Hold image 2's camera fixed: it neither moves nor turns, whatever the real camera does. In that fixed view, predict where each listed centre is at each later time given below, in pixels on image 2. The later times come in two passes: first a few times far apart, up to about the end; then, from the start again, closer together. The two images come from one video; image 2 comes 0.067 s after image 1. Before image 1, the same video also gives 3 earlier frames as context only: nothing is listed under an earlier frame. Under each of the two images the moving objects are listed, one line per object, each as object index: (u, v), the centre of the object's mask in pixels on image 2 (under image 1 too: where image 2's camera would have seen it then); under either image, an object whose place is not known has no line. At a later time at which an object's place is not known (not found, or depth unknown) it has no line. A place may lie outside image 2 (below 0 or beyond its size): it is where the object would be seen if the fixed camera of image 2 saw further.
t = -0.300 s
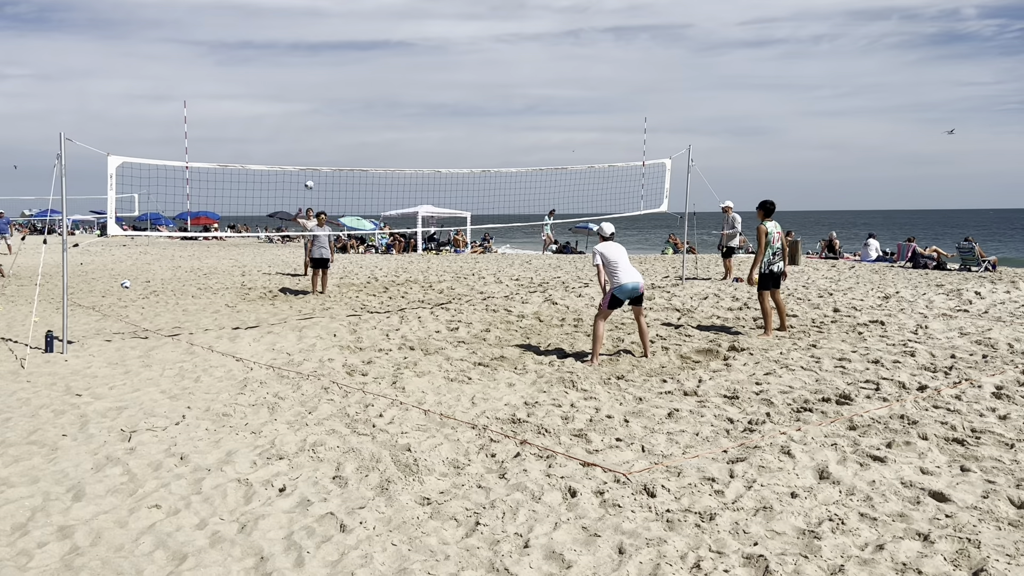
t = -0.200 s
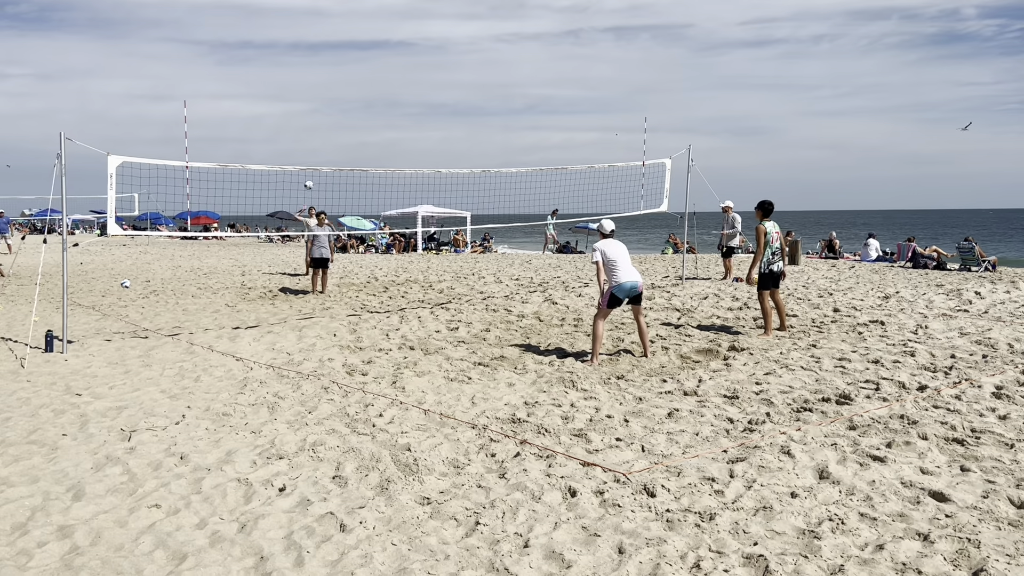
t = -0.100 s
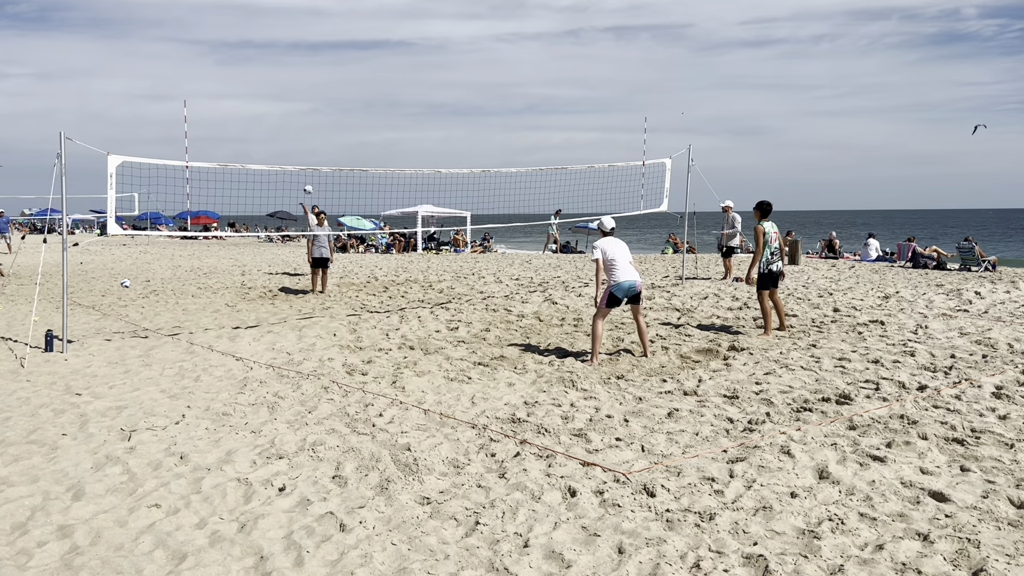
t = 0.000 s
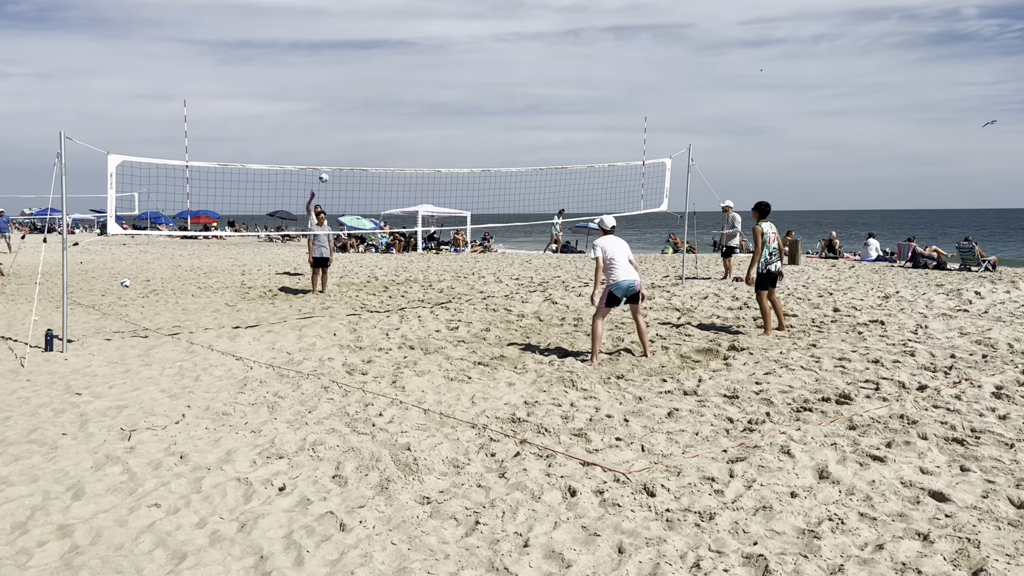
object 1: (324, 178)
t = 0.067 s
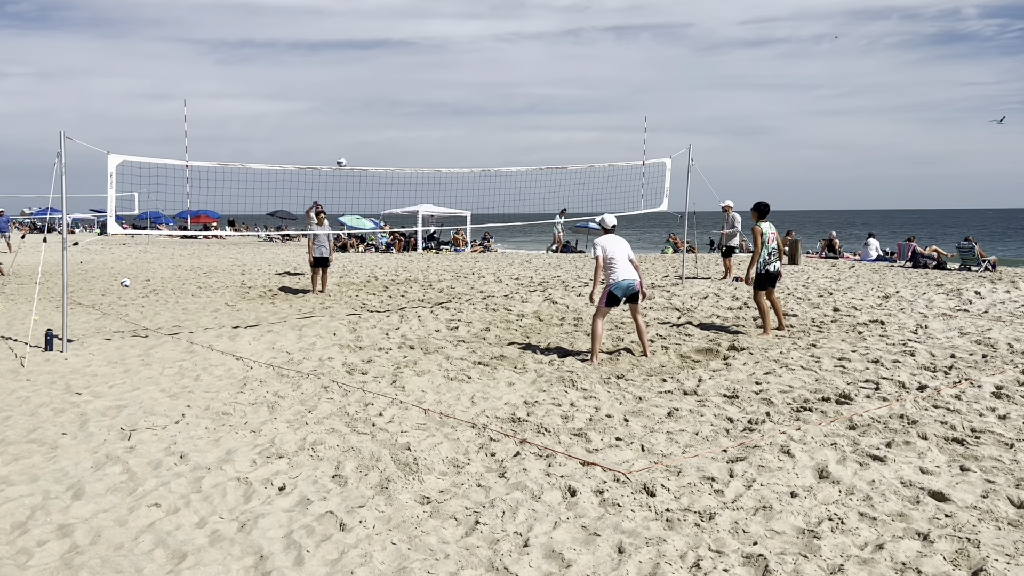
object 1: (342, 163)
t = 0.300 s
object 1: (414, 119)
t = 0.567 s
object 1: (517, 97)
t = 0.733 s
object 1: (596, 105)
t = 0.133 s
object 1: (361, 149)
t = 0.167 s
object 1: (370, 142)
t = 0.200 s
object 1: (381, 136)
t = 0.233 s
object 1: (391, 130)
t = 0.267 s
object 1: (402, 124)
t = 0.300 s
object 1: (414, 119)
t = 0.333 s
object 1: (425, 114)
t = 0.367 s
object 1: (437, 110)
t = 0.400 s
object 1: (449, 106)
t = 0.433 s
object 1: (462, 103)
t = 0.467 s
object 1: (475, 100)
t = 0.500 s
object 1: (489, 98)
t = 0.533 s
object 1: (503, 97)
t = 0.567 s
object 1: (517, 97)
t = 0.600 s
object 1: (532, 97)
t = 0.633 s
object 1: (547, 98)
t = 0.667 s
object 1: (563, 99)
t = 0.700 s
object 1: (579, 102)
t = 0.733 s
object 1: (596, 105)
